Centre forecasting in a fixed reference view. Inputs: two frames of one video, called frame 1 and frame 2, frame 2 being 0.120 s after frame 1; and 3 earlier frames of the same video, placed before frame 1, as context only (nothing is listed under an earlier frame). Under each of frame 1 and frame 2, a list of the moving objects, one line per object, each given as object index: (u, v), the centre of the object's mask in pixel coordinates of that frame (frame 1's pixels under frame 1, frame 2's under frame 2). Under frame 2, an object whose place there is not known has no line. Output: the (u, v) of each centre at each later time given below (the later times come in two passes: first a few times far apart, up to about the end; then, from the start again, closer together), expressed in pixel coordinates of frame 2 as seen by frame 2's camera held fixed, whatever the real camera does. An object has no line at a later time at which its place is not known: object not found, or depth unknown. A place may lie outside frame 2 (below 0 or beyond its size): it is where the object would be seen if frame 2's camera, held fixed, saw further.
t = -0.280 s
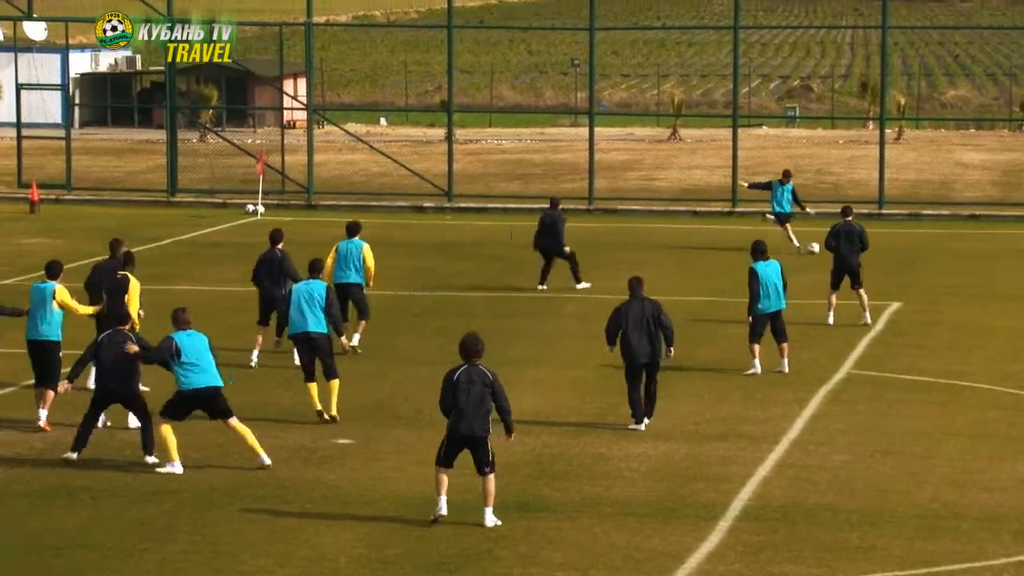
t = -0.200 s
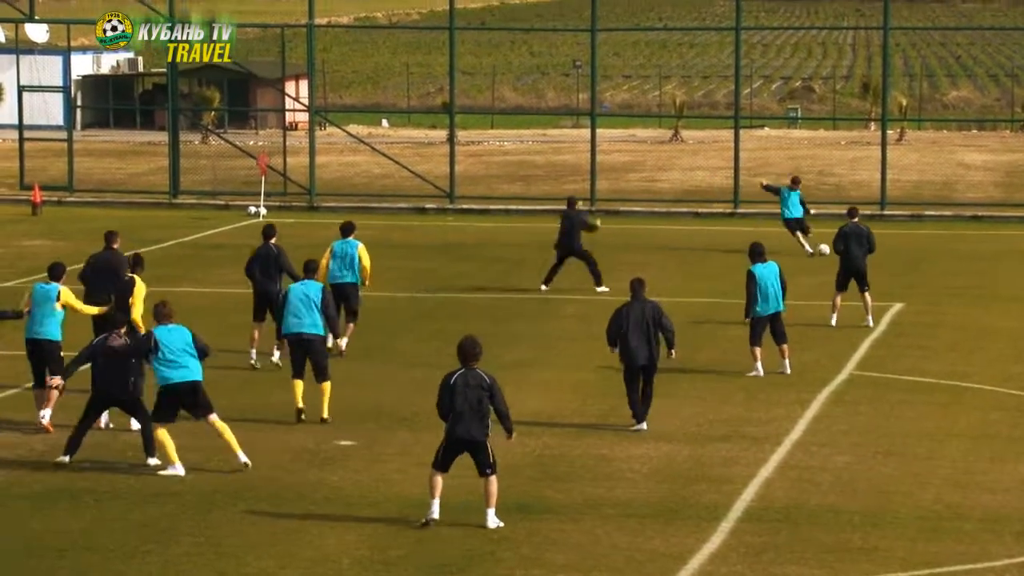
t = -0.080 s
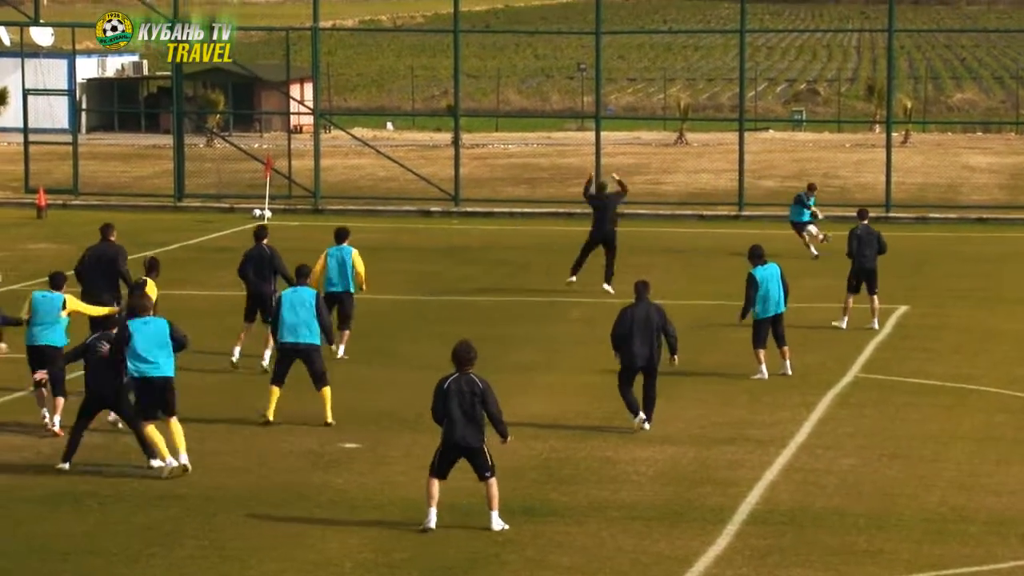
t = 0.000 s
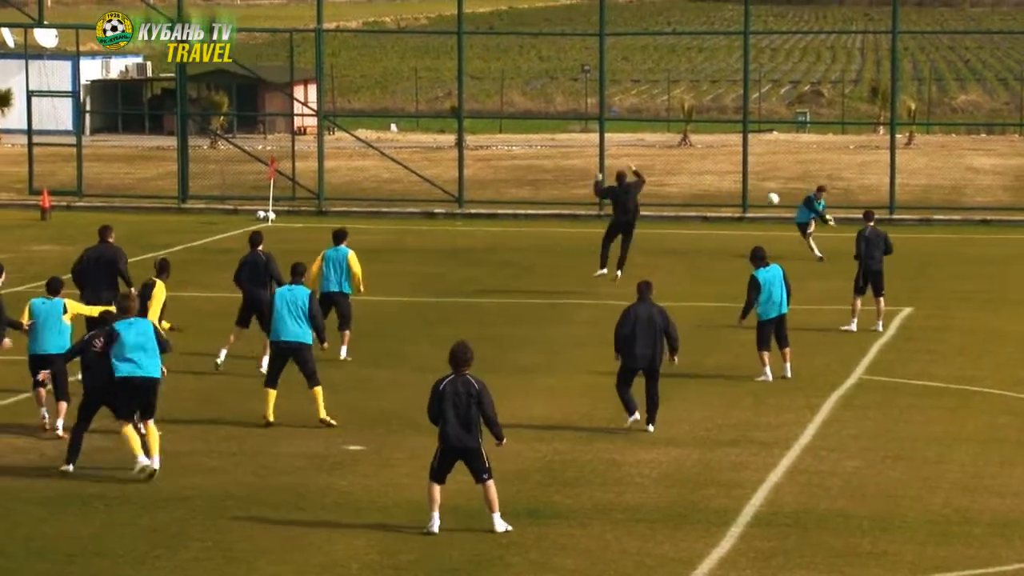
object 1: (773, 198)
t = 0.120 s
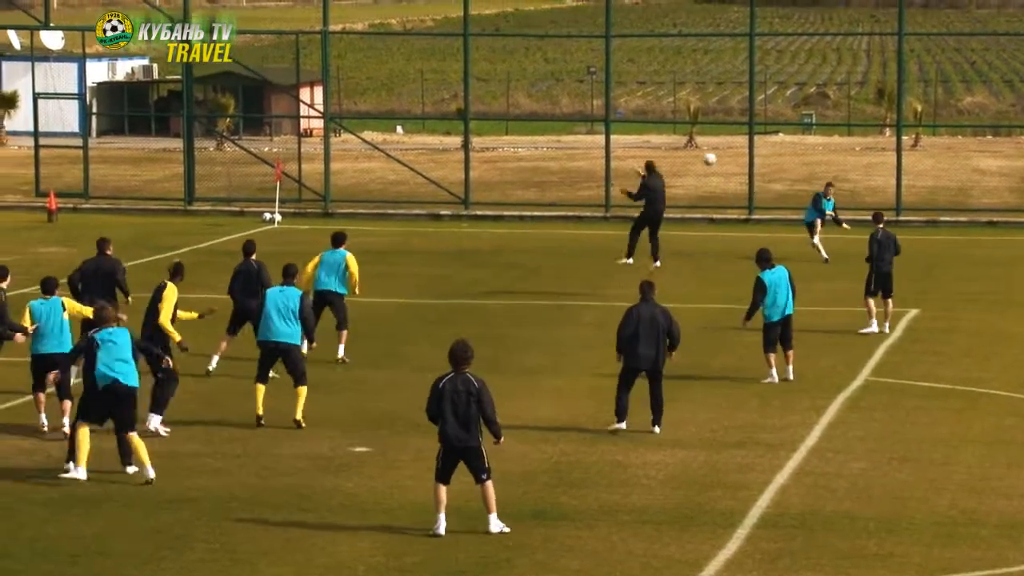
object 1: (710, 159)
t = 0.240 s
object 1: (632, 124)
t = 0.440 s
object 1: (488, 91)
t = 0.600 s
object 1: (353, 87)
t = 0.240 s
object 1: (632, 124)
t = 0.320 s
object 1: (578, 108)
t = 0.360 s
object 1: (548, 102)
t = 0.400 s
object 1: (518, 97)
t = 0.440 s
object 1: (488, 91)
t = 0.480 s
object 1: (455, 89)
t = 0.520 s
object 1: (423, 87)
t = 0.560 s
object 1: (389, 85)
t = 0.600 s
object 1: (353, 87)
